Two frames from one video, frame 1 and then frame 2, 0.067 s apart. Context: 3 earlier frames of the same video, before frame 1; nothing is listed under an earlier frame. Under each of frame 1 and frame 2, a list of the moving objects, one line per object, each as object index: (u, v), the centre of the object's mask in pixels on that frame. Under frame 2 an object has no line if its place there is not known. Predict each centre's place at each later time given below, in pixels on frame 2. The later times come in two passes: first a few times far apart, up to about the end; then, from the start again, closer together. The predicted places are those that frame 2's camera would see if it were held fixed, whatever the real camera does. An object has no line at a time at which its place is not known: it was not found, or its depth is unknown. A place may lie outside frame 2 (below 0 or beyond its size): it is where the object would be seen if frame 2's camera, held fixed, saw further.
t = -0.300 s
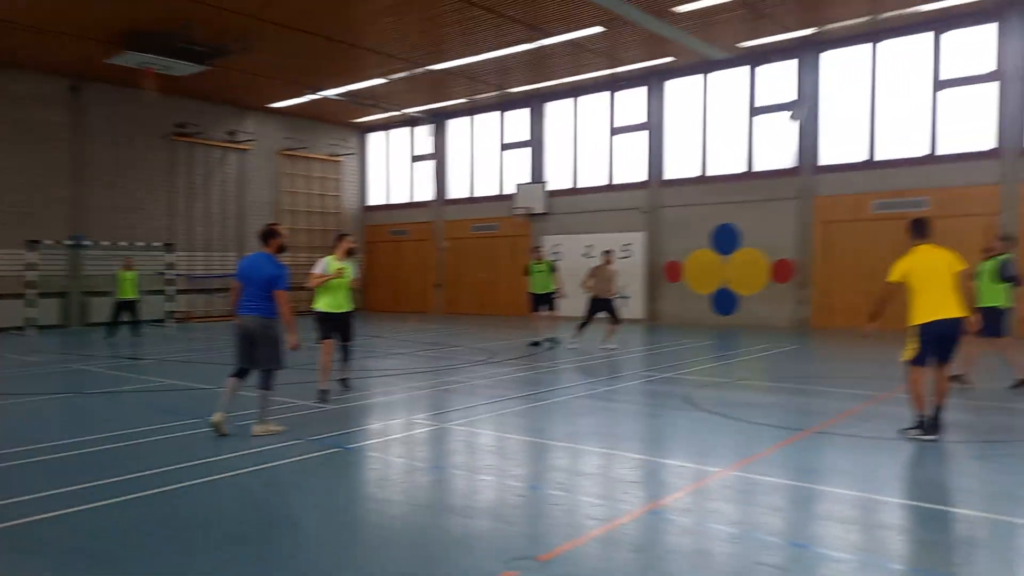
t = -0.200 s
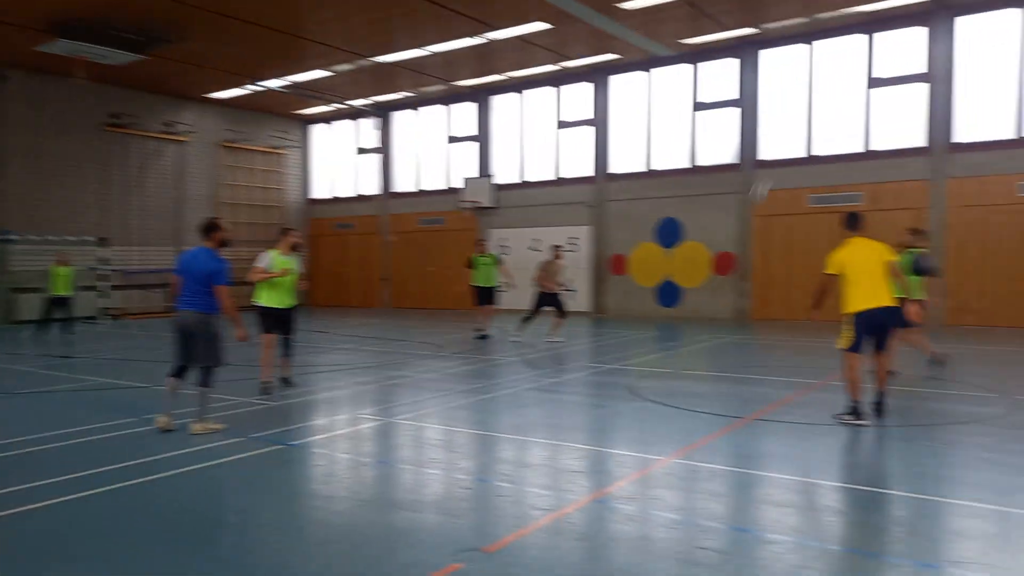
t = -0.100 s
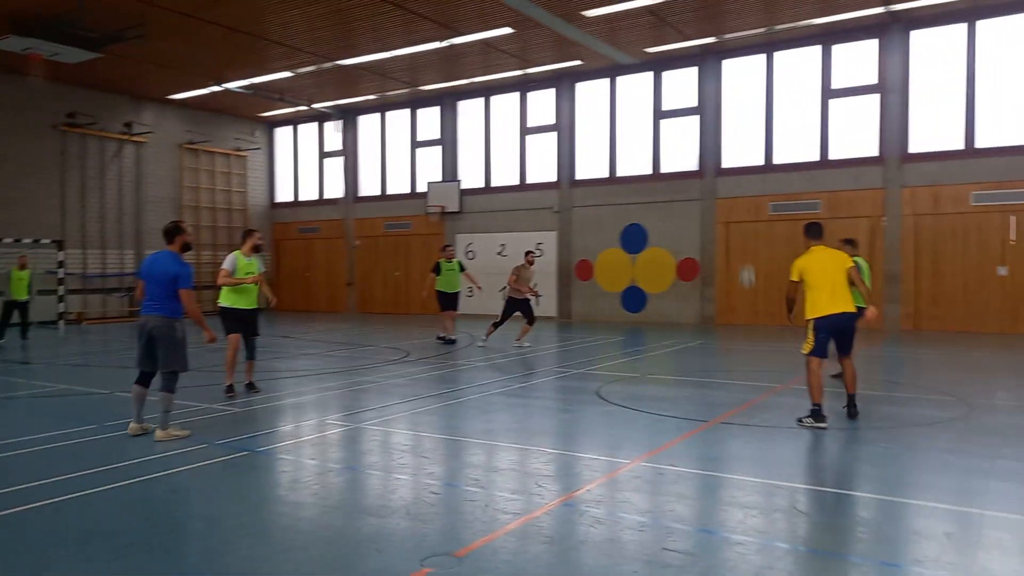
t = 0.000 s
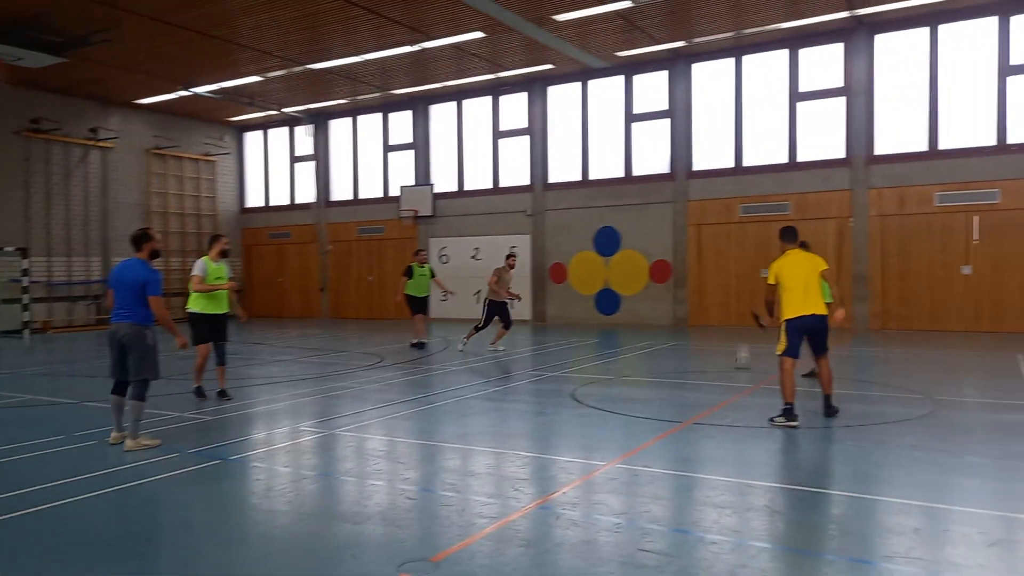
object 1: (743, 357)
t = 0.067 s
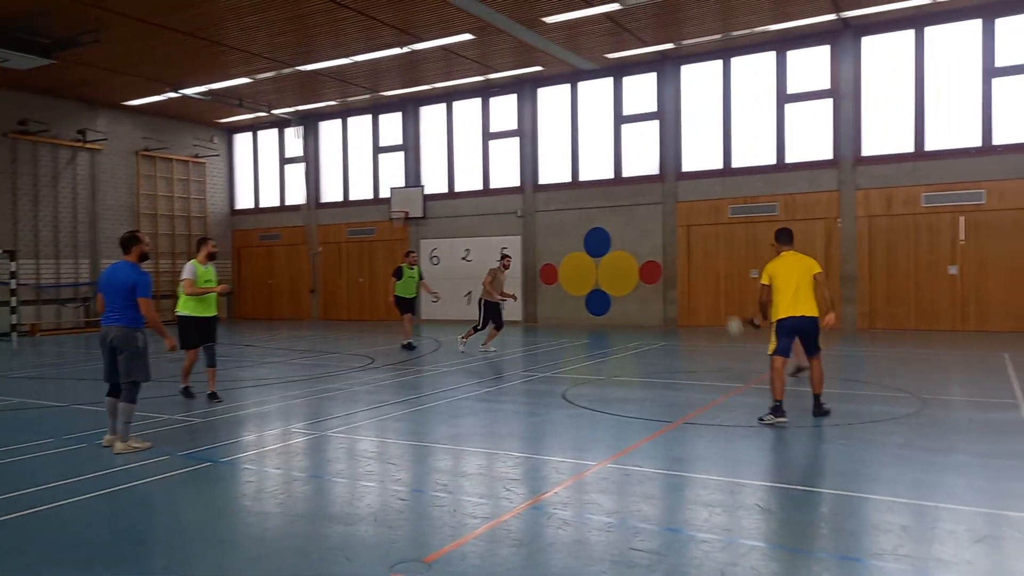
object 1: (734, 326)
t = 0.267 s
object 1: (738, 229)
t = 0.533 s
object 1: (742, 144)
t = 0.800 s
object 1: (746, 112)
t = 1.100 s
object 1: (750, 138)
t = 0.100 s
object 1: (734, 308)
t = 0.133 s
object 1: (735, 291)
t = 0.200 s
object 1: (737, 258)
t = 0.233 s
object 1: (737, 244)
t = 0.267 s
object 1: (738, 229)
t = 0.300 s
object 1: (738, 214)
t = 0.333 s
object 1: (738, 201)
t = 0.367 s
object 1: (742, 189)
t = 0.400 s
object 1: (739, 180)
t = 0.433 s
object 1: (740, 171)
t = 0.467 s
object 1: (741, 162)
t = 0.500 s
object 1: (741, 152)
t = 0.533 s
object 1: (742, 144)
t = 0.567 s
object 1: (743, 137)
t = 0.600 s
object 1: (743, 131)
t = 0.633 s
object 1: (744, 126)
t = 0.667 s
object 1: (744, 121)
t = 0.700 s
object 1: (745, 117)
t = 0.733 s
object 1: (745, 115)
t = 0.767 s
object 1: (746, 113)
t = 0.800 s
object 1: (746, 112)
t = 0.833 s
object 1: (747, 111)
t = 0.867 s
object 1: (748, 112)
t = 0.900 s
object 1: (748, 113)
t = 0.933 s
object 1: (748, 115)
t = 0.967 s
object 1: (749, 118)
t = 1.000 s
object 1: (750, 122)
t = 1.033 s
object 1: (750, 127)
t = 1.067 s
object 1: (750, 132)
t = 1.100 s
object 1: (750, 138)
